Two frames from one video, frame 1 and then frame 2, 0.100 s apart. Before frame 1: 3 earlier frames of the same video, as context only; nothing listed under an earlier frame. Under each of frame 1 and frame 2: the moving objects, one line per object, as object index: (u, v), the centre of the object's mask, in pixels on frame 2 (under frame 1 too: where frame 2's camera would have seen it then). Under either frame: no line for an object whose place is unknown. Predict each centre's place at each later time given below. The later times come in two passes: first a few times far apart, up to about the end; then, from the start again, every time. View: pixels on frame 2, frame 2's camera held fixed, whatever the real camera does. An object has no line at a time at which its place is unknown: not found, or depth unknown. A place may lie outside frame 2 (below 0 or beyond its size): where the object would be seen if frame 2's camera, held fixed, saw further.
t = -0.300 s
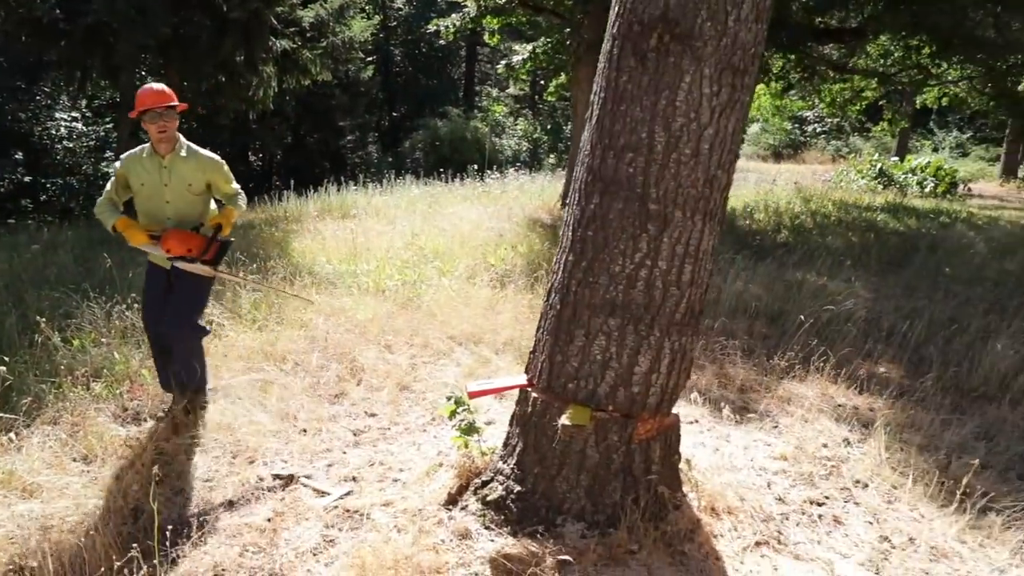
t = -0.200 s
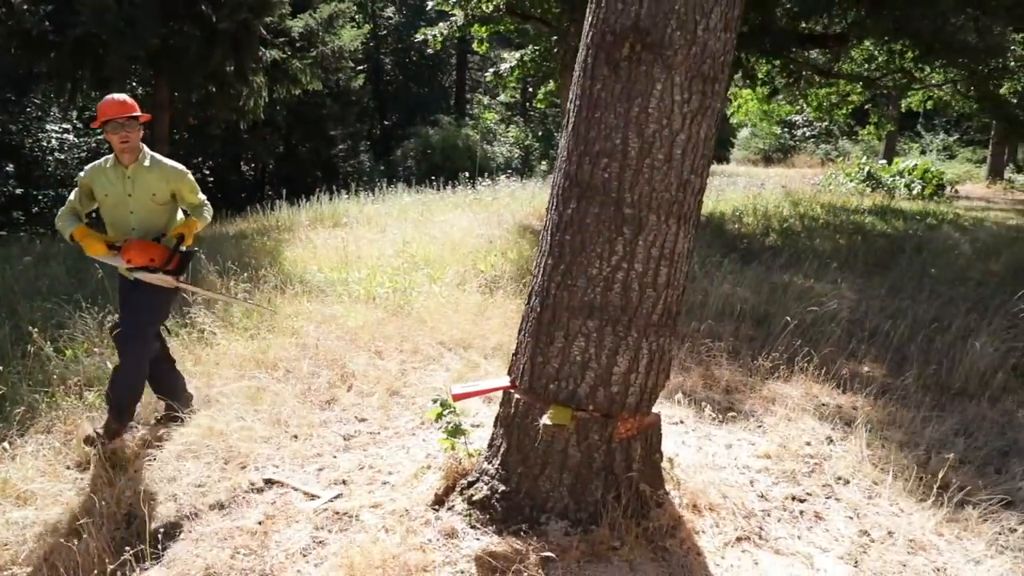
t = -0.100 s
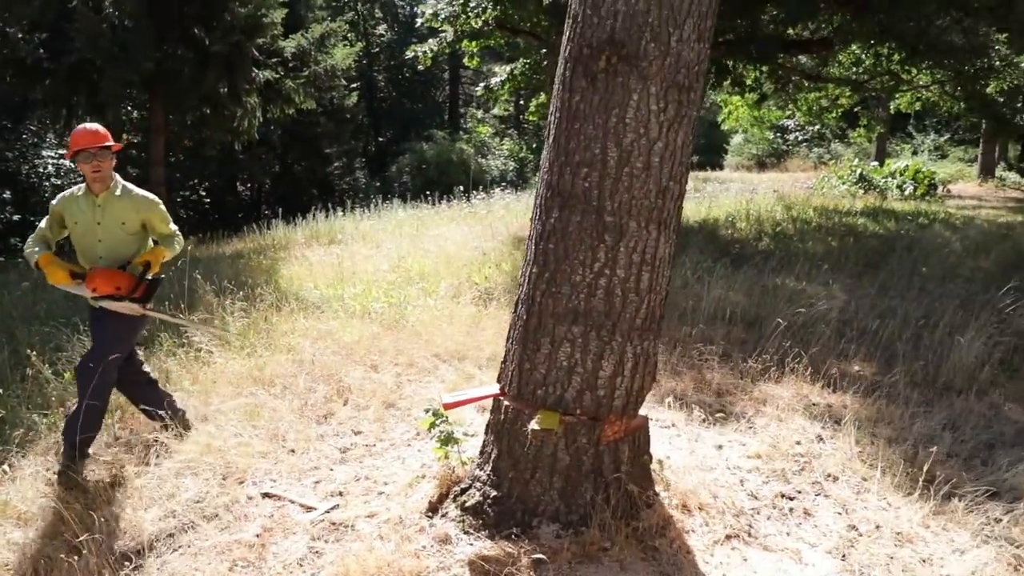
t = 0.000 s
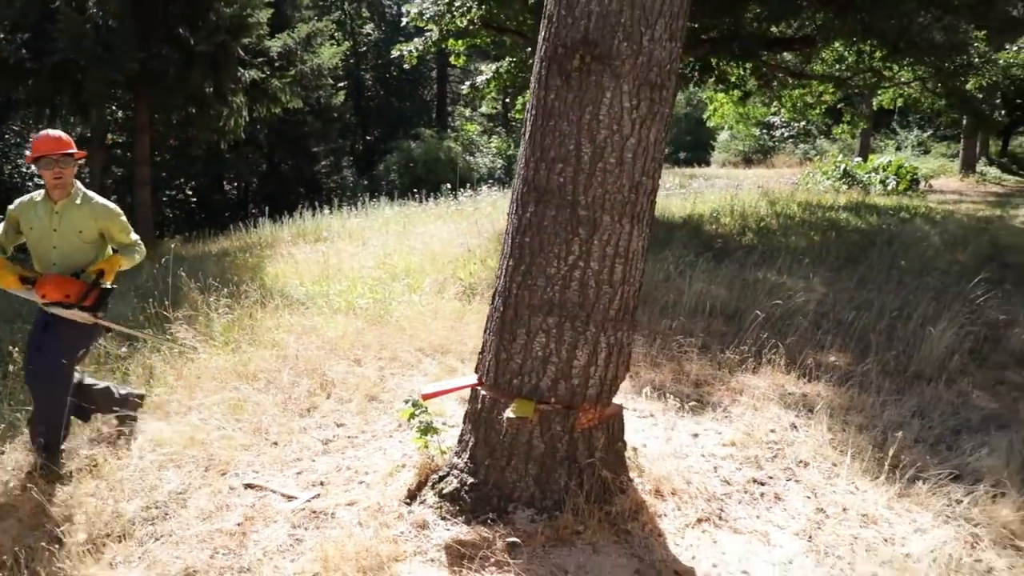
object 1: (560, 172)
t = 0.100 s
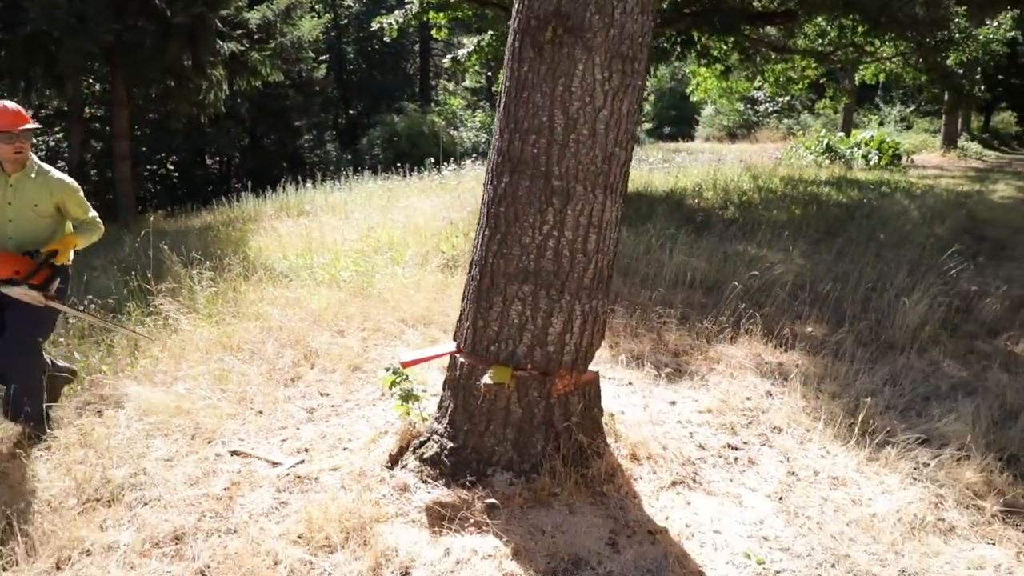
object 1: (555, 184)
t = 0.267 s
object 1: (557, 187)
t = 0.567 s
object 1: (559, 177)
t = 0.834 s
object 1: (564, 160)
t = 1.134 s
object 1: (566, 167)
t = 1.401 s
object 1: (569, 168)
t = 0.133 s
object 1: (555, 187)
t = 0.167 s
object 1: (555, 191)
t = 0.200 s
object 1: (557, 188)
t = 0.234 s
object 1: (557, 188)
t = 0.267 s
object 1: (557, 187)
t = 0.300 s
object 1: (556, 187)
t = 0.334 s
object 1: (557, 186)
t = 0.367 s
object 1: (558, 184)
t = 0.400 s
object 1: (559, 183)
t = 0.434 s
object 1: (559, 182)
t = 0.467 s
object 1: (559, 182)
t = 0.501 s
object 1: (559, 181)
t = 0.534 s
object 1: (560, 178)
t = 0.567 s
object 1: (559, 177)
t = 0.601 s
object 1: (561, 175)
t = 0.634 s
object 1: (562, 171)
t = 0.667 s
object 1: (563, 168)
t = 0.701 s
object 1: (563, 165)
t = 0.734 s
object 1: (563, 164)
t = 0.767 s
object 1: (563, 162)
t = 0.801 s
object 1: (564, 161)
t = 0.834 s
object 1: (564, 160)
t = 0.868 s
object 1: (564, 162)
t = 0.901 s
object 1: (565, 161)
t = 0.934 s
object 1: (566, 164)
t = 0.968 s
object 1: (567, 165)
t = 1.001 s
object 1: (566, 165)
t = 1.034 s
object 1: (565, 166)
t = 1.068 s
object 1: (565, 166)
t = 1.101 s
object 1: (565, 167)
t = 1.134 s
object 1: (566, 167)
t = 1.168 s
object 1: (567, 168)
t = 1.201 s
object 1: (568, 167)
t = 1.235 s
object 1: (569, 166)
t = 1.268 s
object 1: (569, 166)
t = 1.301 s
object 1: (568, 167)
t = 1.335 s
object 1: (569, 166)
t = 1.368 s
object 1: (569, 167)
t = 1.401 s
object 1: (569, 168)
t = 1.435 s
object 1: (570, 167)
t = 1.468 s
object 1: (571, 166)
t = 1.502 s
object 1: (572, 163)
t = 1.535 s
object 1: (573, 157)
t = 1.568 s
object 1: (575, 153)
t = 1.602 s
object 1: (576, 150)
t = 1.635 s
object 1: (576, 149)
